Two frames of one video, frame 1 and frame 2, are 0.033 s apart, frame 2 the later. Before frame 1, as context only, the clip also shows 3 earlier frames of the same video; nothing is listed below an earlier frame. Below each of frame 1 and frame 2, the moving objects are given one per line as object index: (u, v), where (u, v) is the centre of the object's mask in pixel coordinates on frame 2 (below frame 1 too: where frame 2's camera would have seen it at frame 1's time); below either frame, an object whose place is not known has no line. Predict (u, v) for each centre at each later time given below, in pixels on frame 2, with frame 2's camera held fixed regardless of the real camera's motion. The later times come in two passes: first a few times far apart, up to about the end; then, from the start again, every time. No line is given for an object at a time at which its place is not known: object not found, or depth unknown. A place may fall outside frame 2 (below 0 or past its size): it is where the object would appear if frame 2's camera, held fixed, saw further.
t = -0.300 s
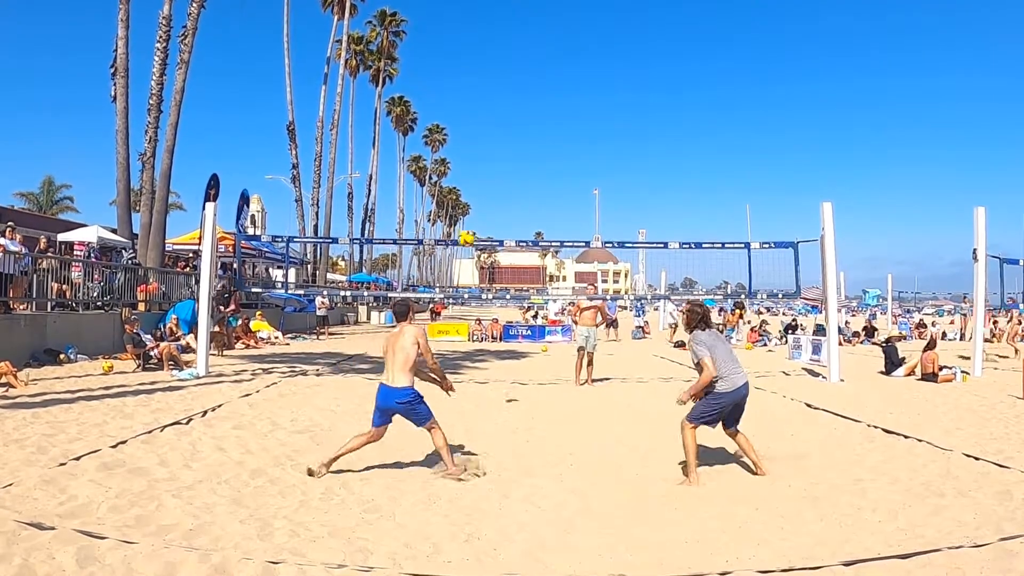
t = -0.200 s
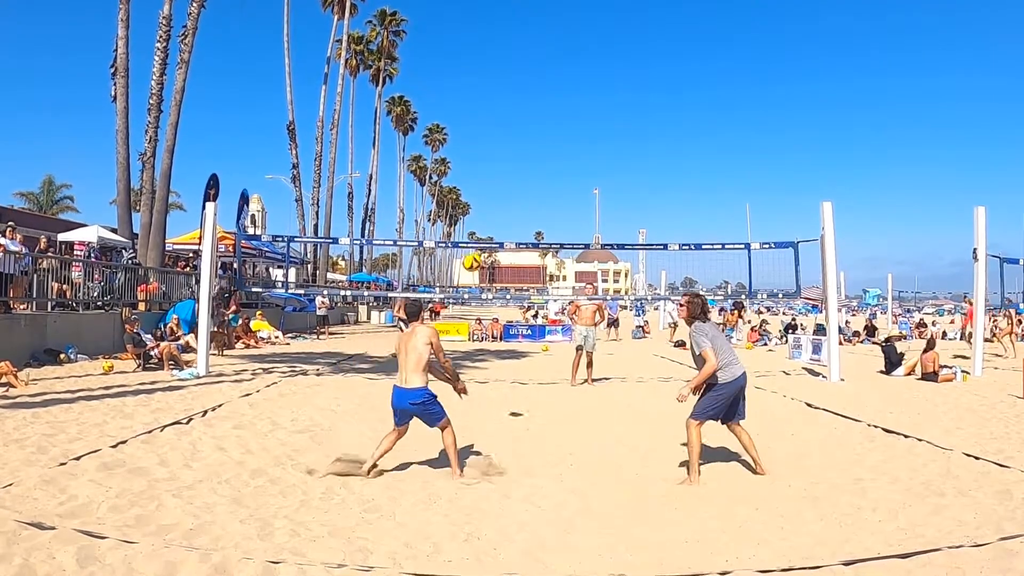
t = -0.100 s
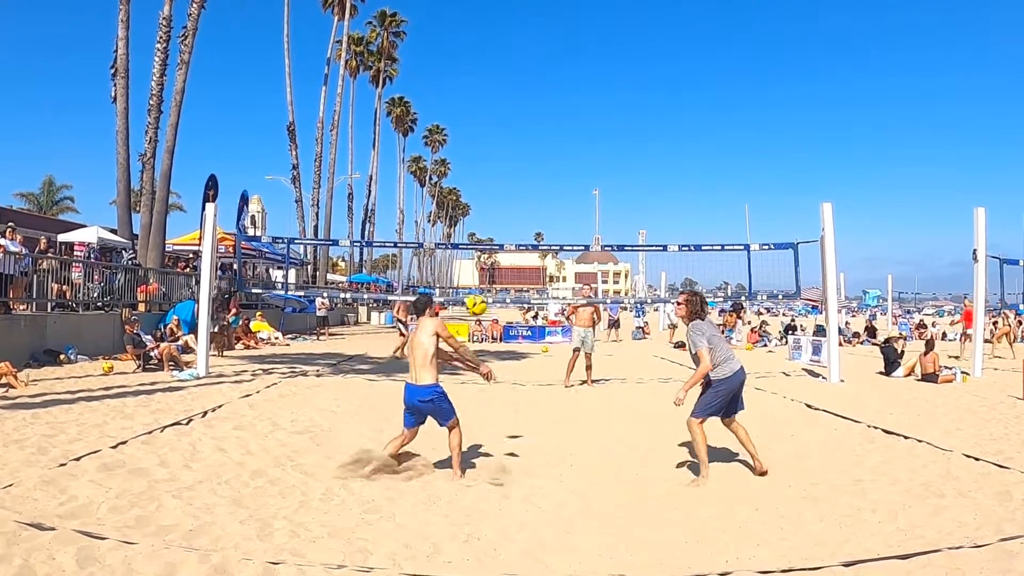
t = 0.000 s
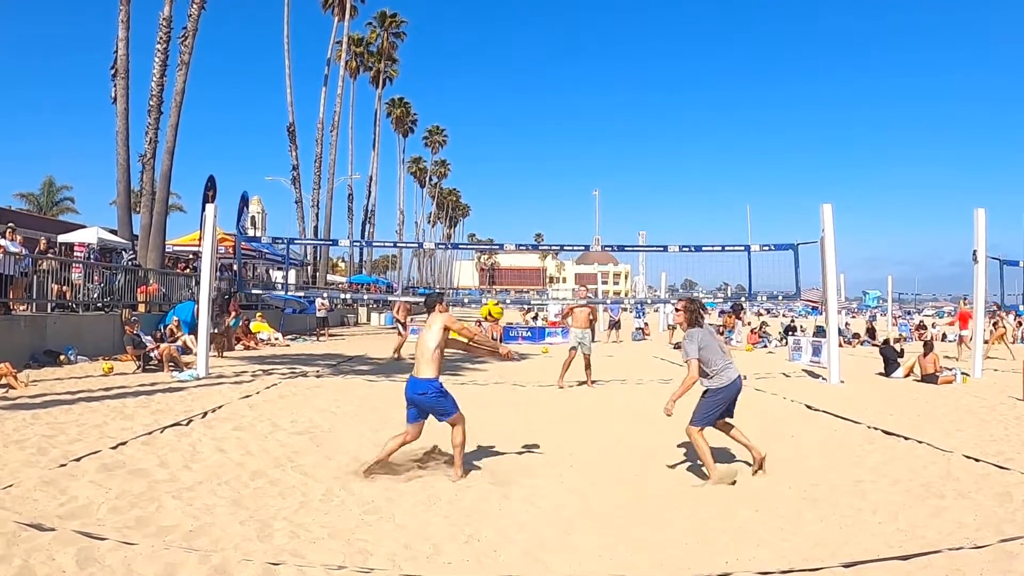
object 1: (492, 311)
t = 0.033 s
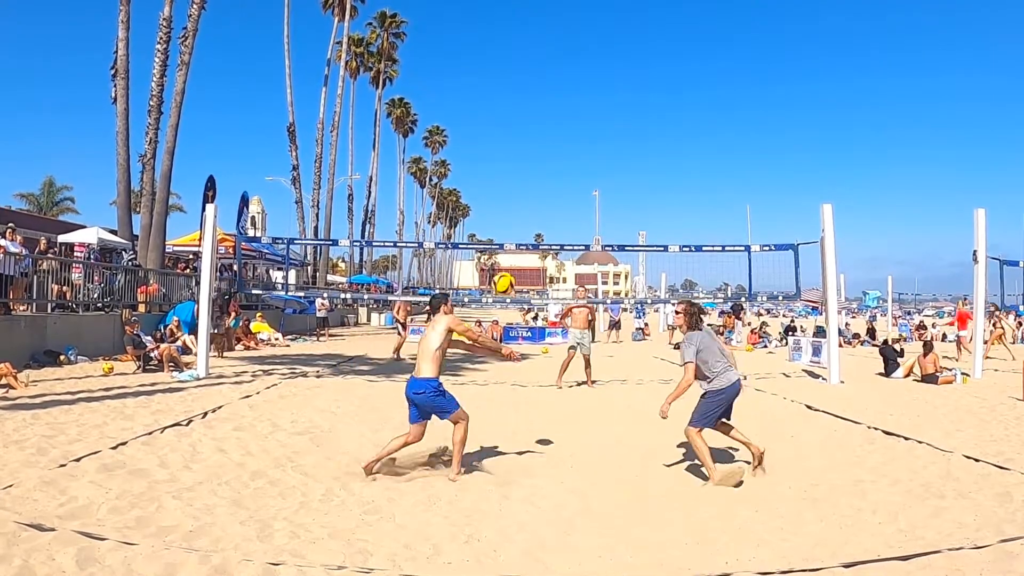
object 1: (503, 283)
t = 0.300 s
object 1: (585, 116)
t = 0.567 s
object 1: (656, 42)
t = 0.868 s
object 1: (728, 45)
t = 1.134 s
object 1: (788, 118)
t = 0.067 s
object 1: (514, 257)
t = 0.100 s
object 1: (524, 232)
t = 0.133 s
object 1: (535, 209)
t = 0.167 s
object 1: (546, 187)
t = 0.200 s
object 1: (556, 167)
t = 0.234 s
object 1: (565, 149)
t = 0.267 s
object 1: (576, 132)
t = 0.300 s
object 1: (585, 116)
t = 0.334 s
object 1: (594, 102)
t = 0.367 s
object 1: (603, 90)
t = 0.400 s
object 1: (612, 78)
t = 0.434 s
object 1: (622, 69)
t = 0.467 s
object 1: (630, 60)
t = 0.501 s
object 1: (638, 53)
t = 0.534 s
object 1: (647, 47)
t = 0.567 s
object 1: (656, 42)
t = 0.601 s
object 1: (664, 38)
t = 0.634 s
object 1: (672, 35)
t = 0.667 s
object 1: (680, 33)
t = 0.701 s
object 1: (689, 33)
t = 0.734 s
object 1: (697, 33)
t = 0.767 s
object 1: (704, 35)
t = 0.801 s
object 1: (712, 37)
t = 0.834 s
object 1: (721, 40)
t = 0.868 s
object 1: (728, 45)
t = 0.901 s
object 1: (736, 51)
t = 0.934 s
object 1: (744, 57)
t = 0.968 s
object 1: (751, 65)
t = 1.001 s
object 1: (759, 74)
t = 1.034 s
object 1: (766, 83)
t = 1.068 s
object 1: (774, 93)
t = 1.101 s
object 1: (781, 105)
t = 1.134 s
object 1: (788, 118)
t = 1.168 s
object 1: (795, 131)
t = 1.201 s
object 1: (802, 146)
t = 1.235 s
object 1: (808, 161)
